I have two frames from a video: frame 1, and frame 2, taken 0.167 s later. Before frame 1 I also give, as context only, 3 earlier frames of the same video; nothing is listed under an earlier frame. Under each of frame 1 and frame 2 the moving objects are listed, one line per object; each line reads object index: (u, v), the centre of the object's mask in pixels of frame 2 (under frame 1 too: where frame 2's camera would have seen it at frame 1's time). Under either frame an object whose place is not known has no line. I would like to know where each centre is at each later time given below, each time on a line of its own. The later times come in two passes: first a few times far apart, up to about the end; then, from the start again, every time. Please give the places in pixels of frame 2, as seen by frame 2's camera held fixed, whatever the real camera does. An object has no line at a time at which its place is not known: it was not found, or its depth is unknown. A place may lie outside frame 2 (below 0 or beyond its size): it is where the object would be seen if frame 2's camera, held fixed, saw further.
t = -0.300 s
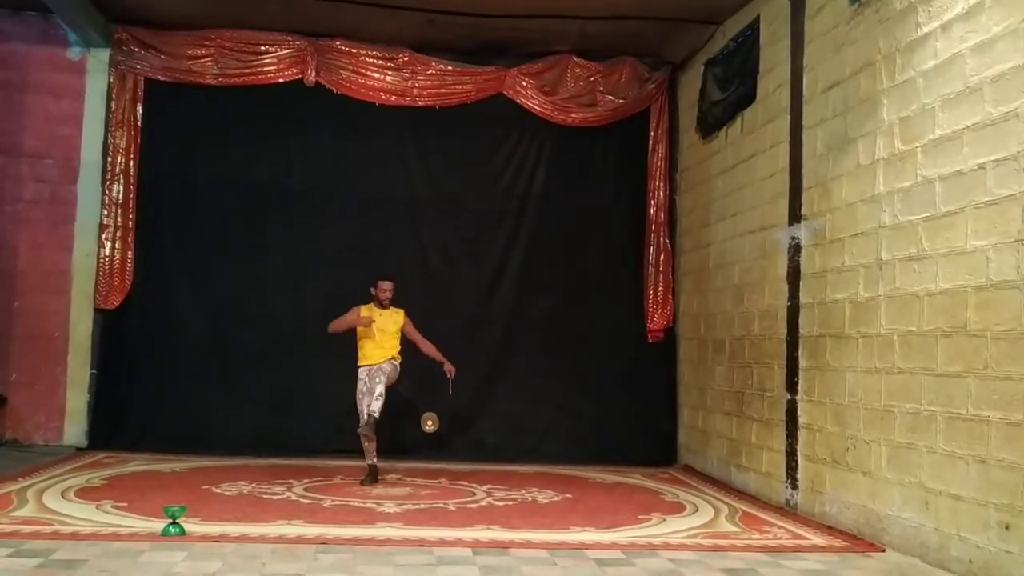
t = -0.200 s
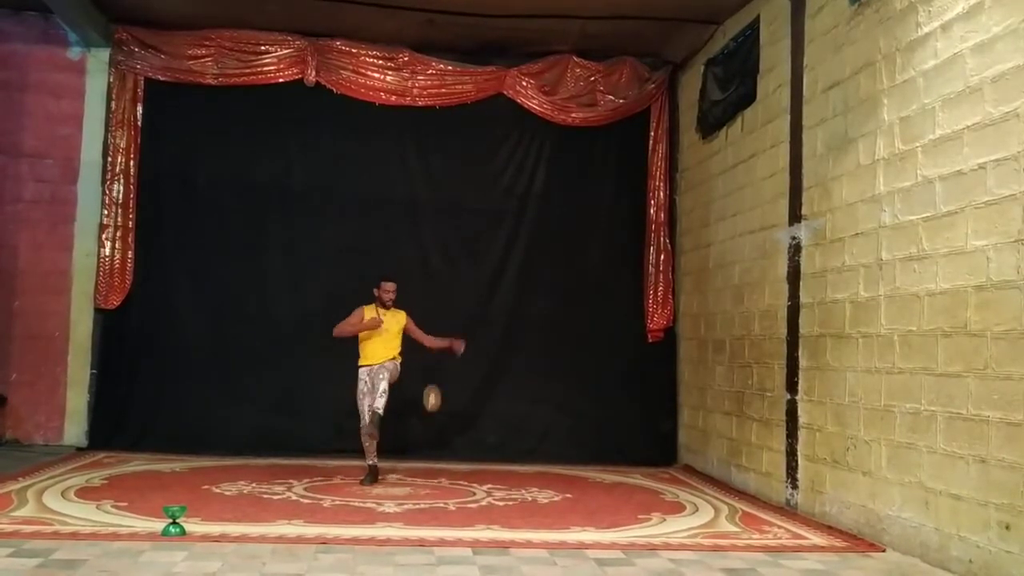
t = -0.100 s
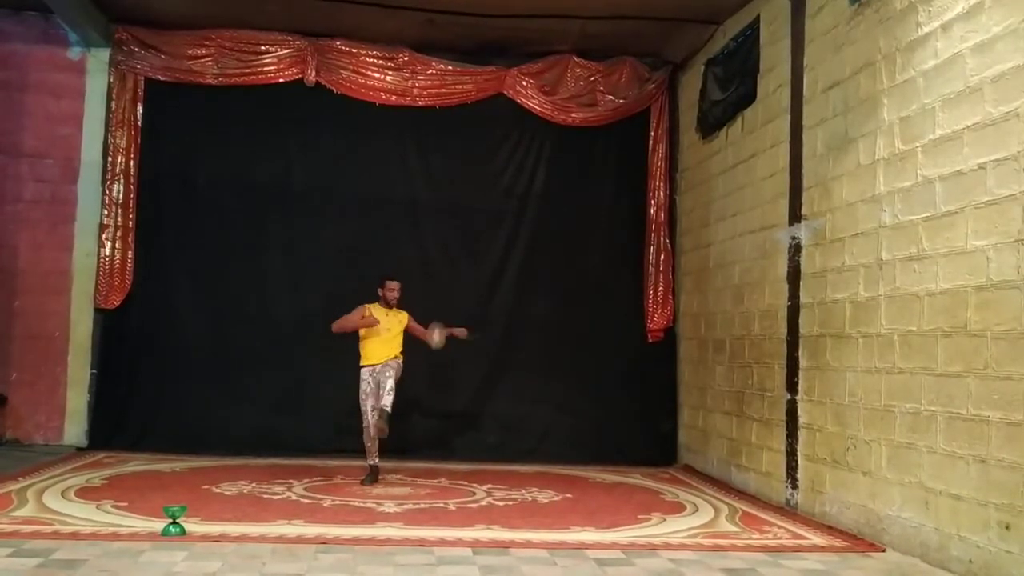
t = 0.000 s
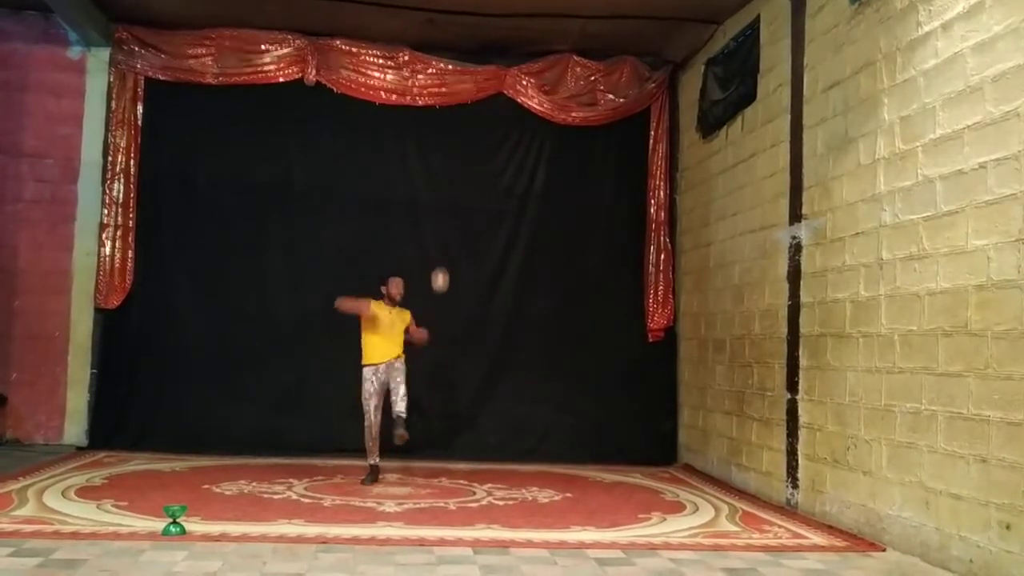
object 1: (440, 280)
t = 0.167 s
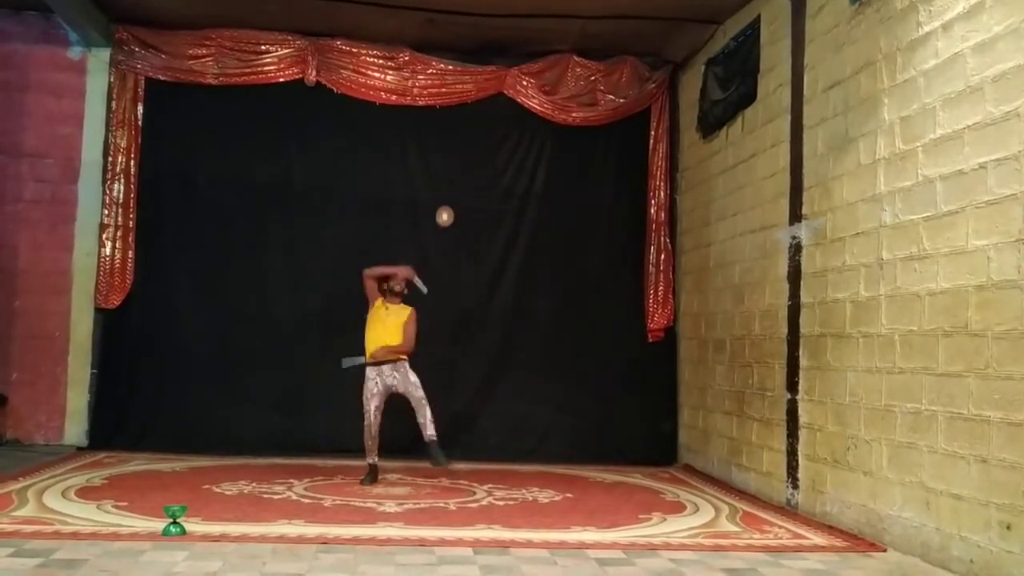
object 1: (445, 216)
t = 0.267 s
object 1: (446, 195)
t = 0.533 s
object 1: (448, 198)
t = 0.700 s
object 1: (448, 248)
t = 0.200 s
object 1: (445, 207)
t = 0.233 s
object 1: (446, 200)
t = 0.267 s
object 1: (446, 195)
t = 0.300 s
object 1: (447, 190)
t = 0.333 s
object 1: (447, 187)
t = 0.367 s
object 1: (448, 185)
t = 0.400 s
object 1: (448, 185)
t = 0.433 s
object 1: (448, 186)
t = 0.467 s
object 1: (448, 189)
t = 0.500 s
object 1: (449, 193)
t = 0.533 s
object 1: (448, 198)
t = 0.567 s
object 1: (448, 205)
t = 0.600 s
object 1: (448, 213)
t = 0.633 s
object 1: (448, 224)
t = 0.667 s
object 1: (448, 235)
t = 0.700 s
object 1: (448, 248)
